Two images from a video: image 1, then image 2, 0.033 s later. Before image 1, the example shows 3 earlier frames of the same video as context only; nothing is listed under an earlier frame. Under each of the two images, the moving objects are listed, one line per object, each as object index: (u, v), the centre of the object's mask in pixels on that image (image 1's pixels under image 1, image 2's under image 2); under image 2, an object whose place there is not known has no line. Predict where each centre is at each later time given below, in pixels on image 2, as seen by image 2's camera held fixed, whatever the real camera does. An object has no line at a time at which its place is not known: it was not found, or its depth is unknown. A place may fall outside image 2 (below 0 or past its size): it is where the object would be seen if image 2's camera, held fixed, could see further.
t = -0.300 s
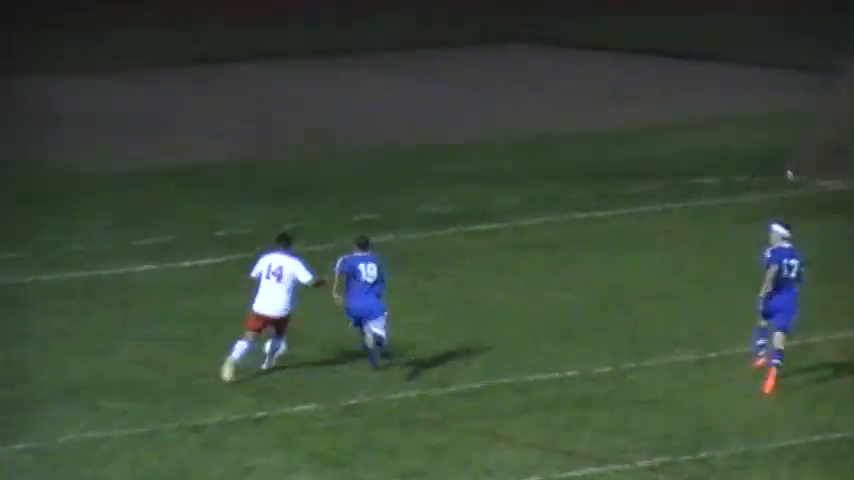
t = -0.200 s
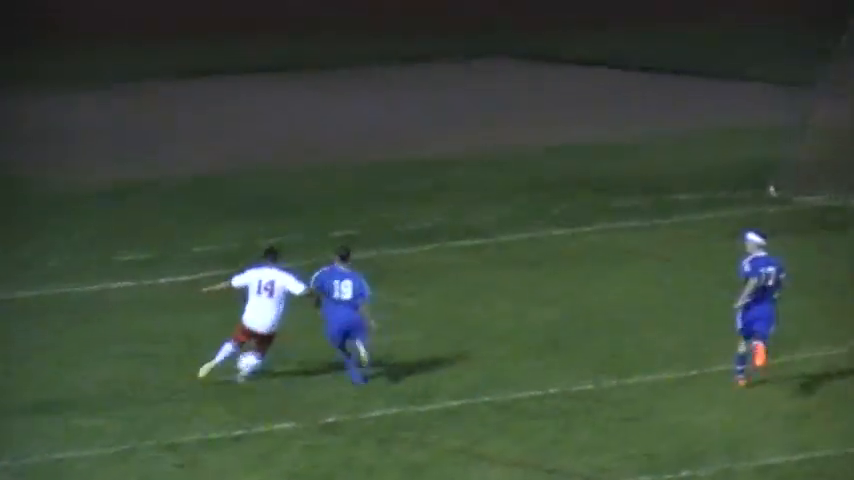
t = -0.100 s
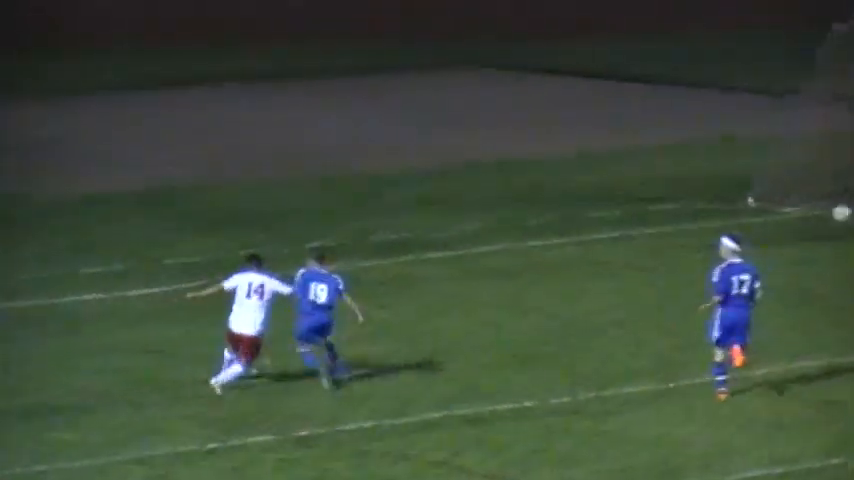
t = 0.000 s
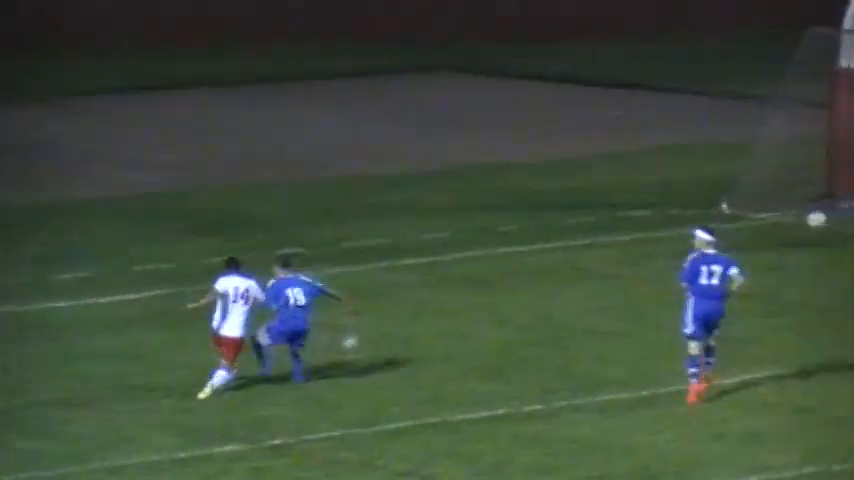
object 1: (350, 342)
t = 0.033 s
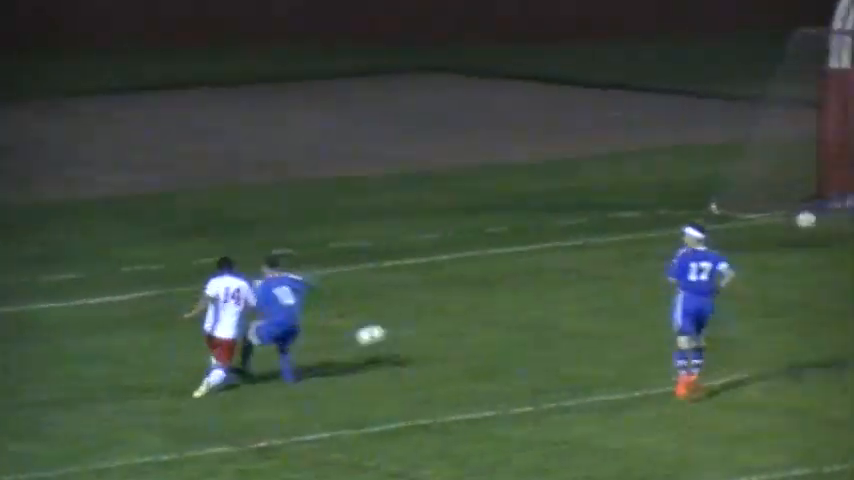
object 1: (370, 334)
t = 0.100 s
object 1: (448, 321)
